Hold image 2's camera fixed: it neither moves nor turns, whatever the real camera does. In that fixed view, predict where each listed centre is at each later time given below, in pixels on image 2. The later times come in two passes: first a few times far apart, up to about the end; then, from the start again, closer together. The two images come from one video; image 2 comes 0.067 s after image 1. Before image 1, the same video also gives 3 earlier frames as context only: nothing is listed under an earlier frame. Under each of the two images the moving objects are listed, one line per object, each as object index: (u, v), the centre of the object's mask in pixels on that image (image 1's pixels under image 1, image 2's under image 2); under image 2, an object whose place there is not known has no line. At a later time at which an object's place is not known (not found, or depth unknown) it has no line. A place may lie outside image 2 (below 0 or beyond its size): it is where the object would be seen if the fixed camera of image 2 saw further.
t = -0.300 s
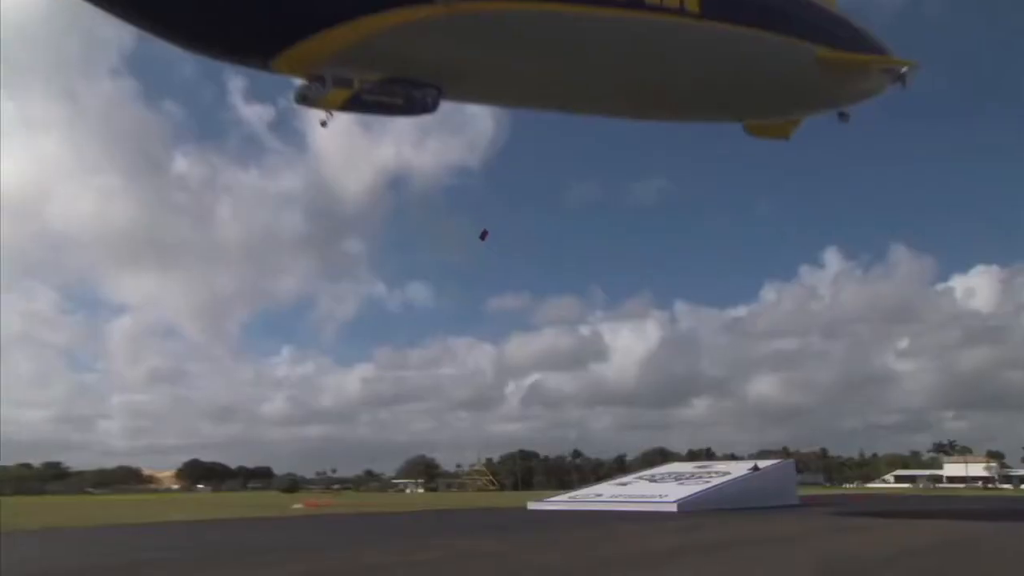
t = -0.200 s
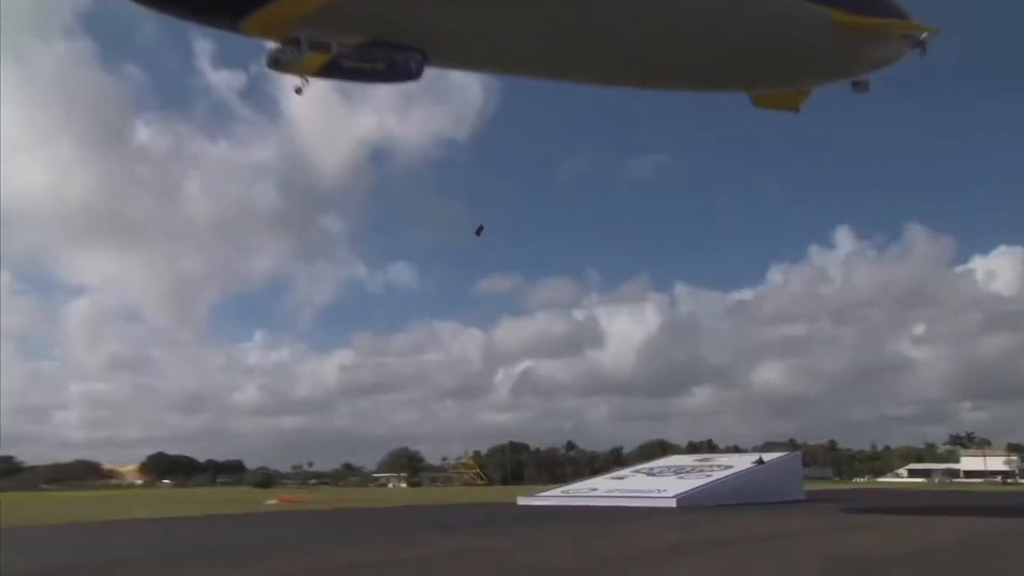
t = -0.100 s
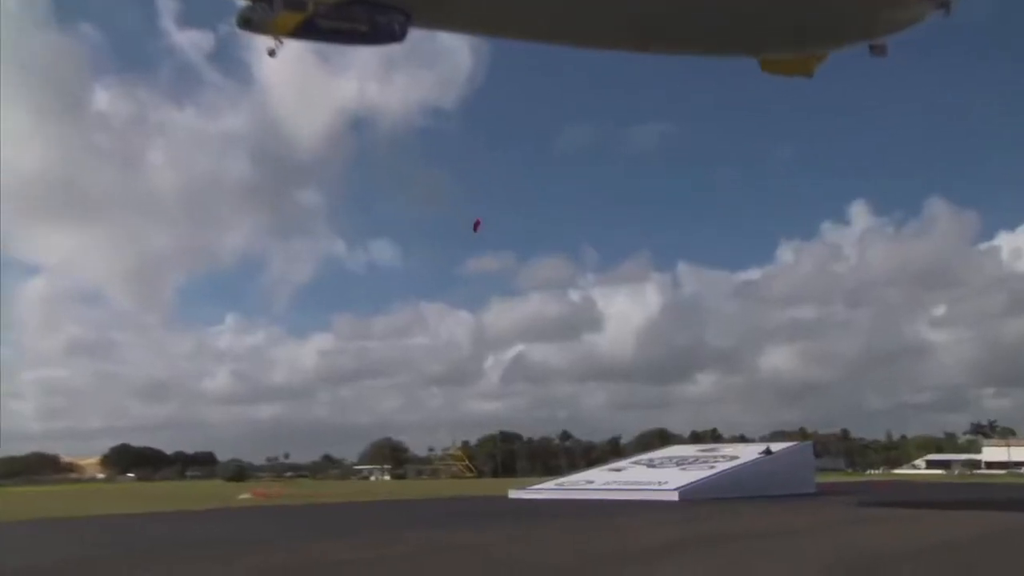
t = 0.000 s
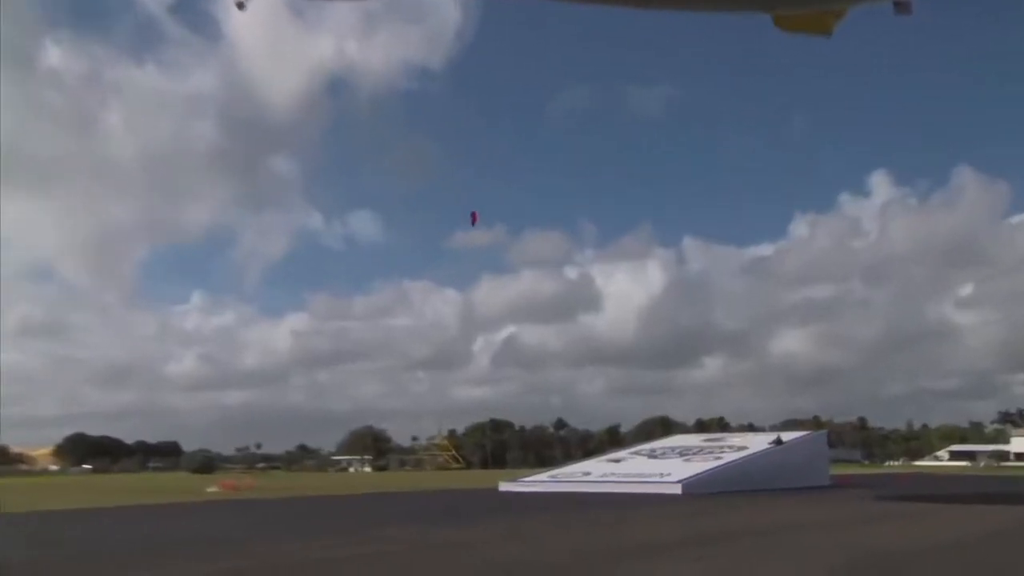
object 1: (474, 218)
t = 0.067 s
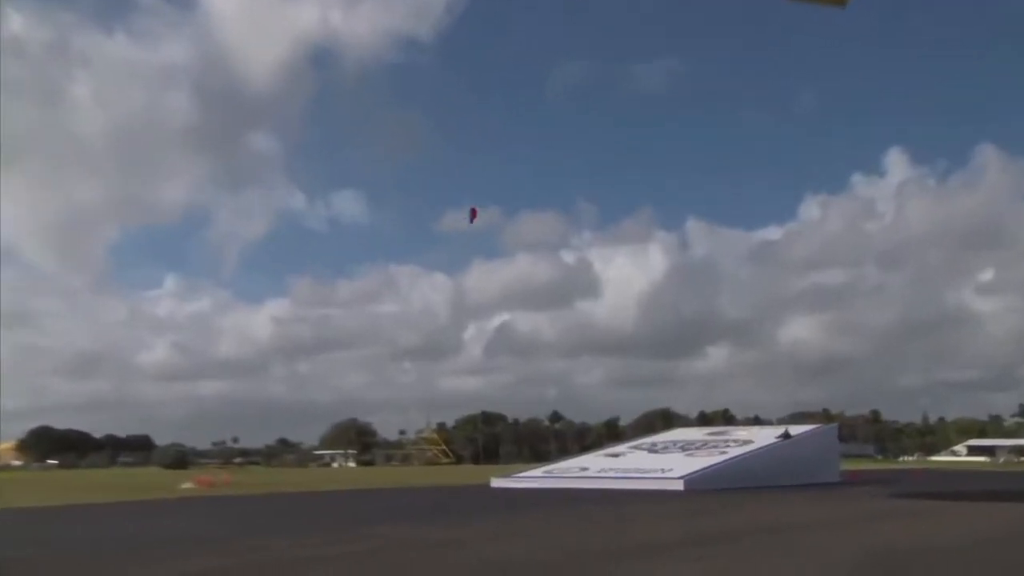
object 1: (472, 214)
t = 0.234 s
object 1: (496, 261)
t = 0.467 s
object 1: (522, 324)
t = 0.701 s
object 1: (545, 385)
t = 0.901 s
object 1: (576, 449)
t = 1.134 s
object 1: (593, 452)
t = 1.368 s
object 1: (605, 454)
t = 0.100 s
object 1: (478, 224)
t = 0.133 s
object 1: (482, 233)
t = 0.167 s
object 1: (488, 242)
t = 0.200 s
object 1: (494, 254)
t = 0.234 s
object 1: (496, 261)
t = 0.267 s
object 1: (500, 271)
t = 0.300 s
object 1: (503, 280)
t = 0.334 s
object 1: (506, 288)
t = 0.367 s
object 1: (510, 297)
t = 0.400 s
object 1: (513, 305)
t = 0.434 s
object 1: (518, 315)
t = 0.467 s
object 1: (522, 324)
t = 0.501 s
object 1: (520, 327)
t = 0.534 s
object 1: (525, 336)
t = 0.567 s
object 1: (529, 346)
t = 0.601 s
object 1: (533, 356)
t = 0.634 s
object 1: (536, 366)
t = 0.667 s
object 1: (540, 376)
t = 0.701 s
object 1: (545, 385)
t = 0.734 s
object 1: (549, 396)
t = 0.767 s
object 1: (554, 409)
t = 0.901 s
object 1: (576, 449)
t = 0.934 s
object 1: (580, 456)
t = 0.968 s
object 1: (582, 454)
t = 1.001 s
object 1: (585, 453)
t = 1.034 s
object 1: (587, 453)
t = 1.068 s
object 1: (589, 452)
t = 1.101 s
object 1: (591, 452)
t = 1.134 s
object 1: (593, 452)
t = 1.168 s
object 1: (595, 452)
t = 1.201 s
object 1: (597, 452)
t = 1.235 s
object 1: (599, 453)
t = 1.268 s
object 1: (600, 454)
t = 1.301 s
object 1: (602, 454)
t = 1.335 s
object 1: (603, 454)
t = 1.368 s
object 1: (605, 454)
